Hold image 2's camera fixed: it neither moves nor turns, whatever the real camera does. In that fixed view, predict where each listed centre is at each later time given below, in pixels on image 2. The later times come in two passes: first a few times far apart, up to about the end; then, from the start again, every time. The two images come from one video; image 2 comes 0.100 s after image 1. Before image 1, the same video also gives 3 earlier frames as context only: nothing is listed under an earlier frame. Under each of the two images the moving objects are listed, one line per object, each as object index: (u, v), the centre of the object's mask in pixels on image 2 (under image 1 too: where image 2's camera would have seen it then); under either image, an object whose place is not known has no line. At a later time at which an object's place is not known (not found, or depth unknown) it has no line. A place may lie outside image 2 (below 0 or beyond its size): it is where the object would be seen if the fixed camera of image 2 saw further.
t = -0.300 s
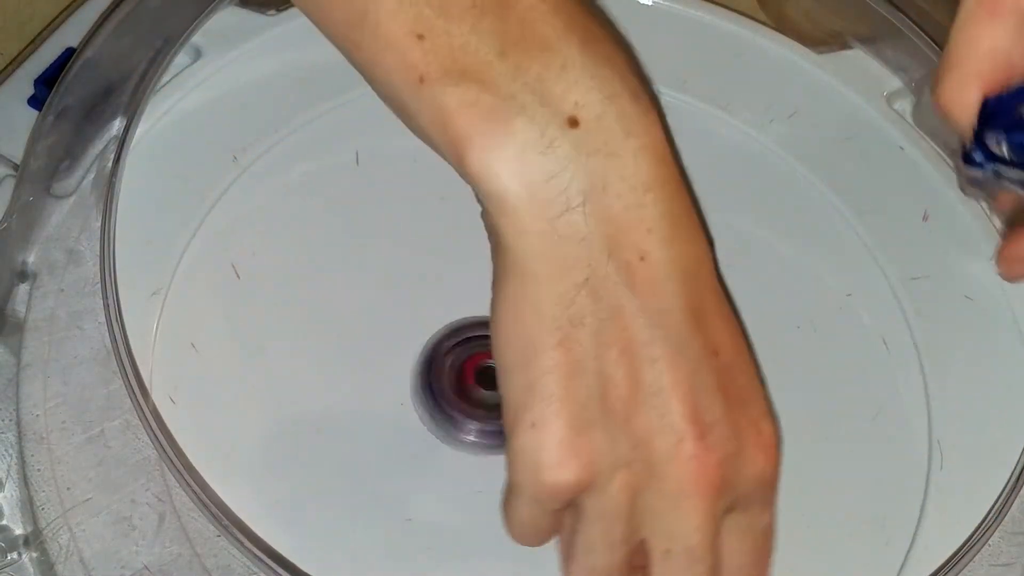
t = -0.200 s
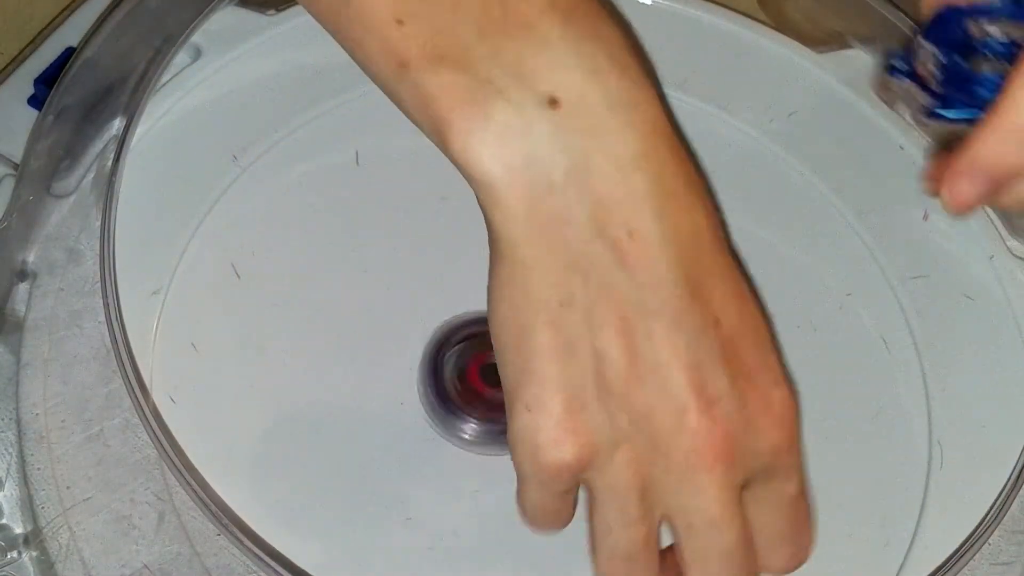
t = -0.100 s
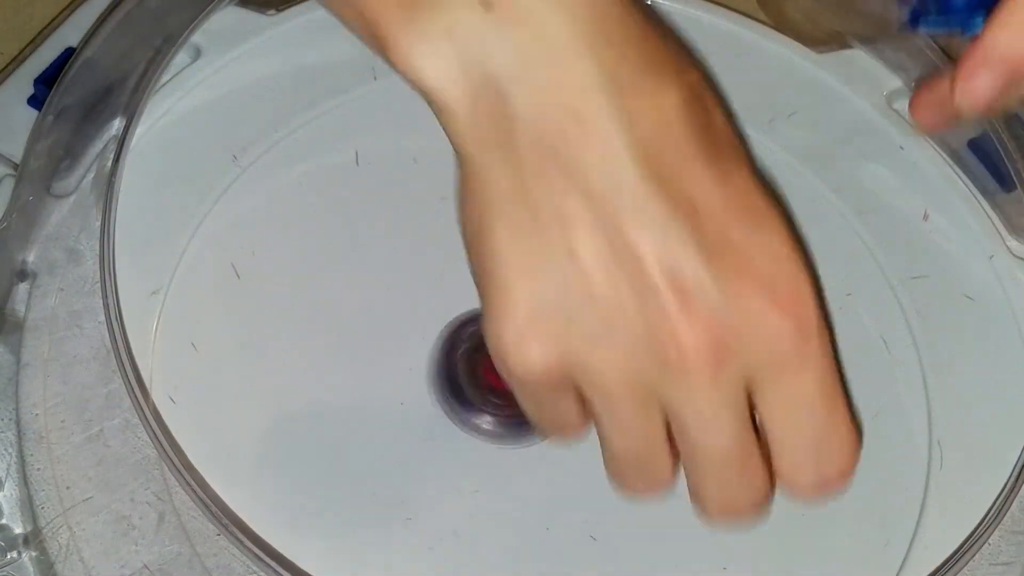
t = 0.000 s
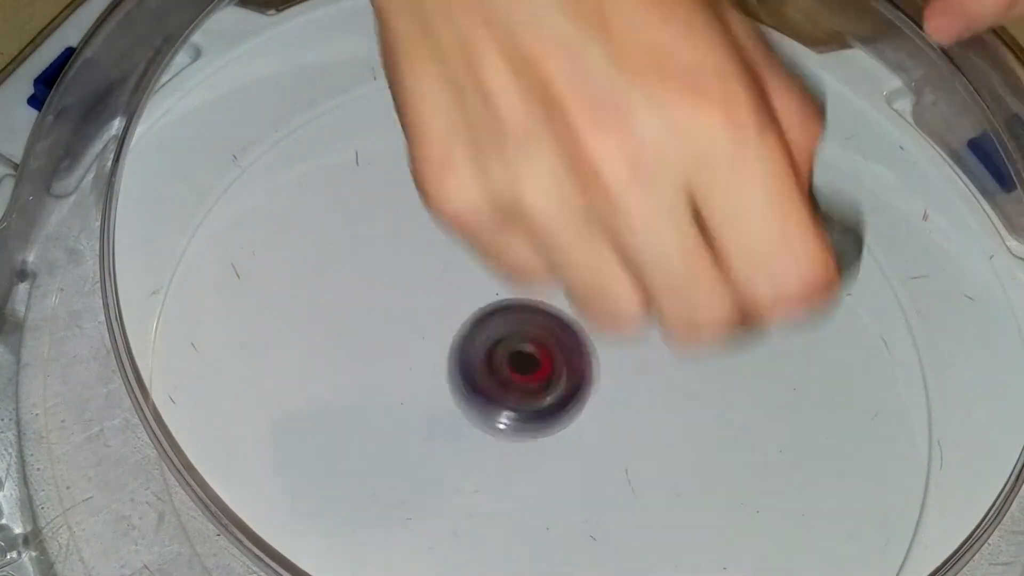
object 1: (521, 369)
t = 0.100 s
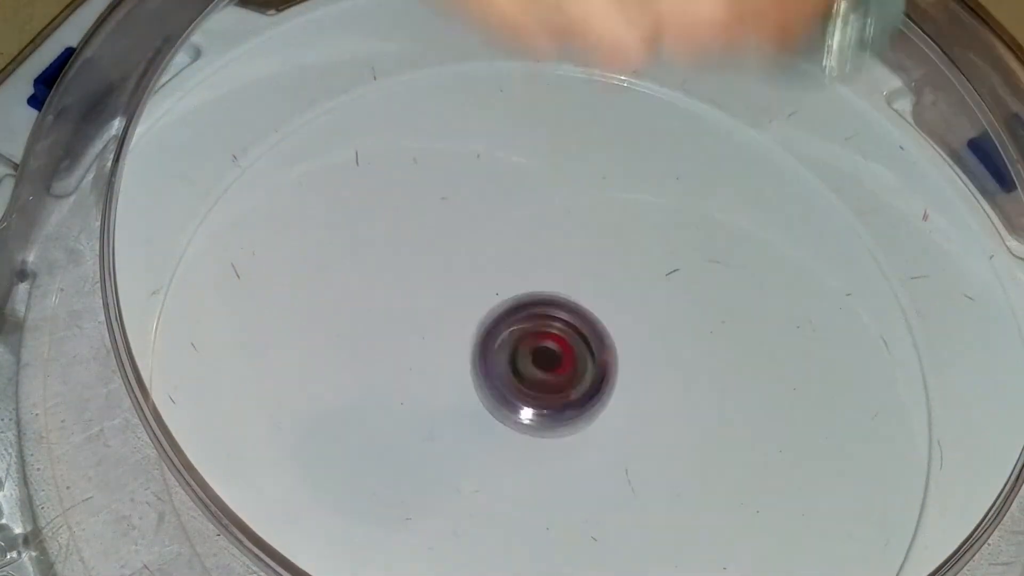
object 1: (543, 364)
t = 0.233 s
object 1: (576, 361)
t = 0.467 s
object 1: (620, 365)
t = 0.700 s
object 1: (618, 368)
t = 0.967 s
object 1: (564, 374)
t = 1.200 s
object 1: (512, 370)
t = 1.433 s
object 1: (488, 365)
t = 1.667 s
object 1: (516, 367)
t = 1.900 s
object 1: (568, 375)
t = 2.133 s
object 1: (612, 384)
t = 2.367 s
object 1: (615, 383)
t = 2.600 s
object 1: (575, 373)
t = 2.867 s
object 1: (520, 356)
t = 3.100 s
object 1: (497, 350)
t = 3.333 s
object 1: (517, 363)
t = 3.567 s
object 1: (563, 382)
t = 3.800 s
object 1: (603, 396)
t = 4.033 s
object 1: (608, 391)
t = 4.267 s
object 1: (574, 370)
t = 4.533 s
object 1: (529, 347)
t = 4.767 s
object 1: (509, 341)
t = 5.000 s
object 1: (524, 359)
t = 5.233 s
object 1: (560, 385)
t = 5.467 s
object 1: (590, 401)
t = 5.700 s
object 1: (596, 397)
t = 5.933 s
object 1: (572, 370)
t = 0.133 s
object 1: (552, 364)
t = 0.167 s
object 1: (559, 361)
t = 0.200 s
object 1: (567, 362)
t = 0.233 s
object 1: (576, 361)
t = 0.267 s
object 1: (581, 361)
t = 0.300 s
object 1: (590, 361)
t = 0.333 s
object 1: (595, 360)
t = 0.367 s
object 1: (603, 362)
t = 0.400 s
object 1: (610, 363)
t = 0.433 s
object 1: (613, 363)
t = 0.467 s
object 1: (620, 365)
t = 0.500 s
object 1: (622, 364)
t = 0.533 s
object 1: (624, 365)
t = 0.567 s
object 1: (627, 365)
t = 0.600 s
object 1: (624, 366)
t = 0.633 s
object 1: (624, 367)
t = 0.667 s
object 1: (621, 366)
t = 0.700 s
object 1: (618, 368)
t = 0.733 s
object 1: (615, 369)
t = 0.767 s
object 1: (607, 370)
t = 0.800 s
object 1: (602, 371)
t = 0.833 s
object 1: (593, 371)
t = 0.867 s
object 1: (586, 373)
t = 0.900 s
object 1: (579, 372)
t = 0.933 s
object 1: (571, 374)
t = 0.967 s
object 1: (564, 374)
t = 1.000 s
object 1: (554, 373)
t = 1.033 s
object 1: (548, 374)
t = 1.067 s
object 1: (539, 372)
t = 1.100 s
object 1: (532, 373)
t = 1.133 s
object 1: (525, 371)
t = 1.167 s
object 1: (517, 370)
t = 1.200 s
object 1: (512, 370)
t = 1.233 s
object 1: (505, 367)
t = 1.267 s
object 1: (500, 367)
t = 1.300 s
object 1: (496, 365)
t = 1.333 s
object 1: (490, 365)
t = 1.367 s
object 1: (489, 365)
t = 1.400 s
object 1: (488, 364)
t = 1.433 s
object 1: (488, 365)
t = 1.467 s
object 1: (490, 363)
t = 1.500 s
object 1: (490, 365)
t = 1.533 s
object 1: (495, 365)
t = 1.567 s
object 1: (496, 365)
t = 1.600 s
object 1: (504, 366)
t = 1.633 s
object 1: (508, 365)
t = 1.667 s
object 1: (516, 367)
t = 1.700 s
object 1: (523, 367)
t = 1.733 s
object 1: (530, 369)
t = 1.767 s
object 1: (538, 369)
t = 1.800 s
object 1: (544, 370)
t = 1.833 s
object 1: (553, 372)
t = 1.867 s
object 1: (560, 372)
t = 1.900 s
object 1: (568, 375)
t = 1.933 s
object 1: (576, 375)
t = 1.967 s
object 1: (582, 377)
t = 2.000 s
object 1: (590, 379)
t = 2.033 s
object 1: (594, 380)
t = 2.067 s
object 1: (602, 382)
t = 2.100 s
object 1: (607, 382)
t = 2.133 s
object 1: (612, 384)
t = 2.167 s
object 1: (617, 384)
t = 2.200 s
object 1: (619, 385)
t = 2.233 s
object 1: (620, 385)
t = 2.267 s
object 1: (620, 384)
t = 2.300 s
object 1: (619, 385)
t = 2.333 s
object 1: (617, 382)
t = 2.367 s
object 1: (615, 383)
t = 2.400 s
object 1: (613, 381)
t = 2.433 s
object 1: (606, 381)
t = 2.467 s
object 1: (602, 379)
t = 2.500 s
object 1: (594, 377)
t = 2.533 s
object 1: (589, 376)
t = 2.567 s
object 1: (581, 374)
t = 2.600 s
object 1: (575, 373)
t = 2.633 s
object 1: (567, 370)
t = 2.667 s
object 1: (560, 370)
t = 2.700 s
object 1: (553, 367)
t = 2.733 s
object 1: (545, 366)
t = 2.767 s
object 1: (540, 364)
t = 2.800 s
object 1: (531, 361)
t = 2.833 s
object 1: (527, 360)
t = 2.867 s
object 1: (520, 356)
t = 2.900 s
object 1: (515, 356)
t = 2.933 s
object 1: (510, 352)
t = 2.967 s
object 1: (505, 352)
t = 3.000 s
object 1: (503, 351)
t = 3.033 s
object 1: (498, 351)
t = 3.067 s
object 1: (498, 352)
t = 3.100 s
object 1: (497, 350)
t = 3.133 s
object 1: (498, 353)
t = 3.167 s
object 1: (499, 352)
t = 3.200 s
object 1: (501, 355)
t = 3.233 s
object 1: (505, 355)
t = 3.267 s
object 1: (507, 358)
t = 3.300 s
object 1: (514, 360)
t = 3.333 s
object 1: (517, 363)
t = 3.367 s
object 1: (524, 365)
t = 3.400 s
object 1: (529, 368)
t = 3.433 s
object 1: (537, 371)
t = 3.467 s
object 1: (542, 372)
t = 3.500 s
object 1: (550, 376)
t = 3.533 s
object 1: (556, 377)
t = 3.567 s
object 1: (563, 382)
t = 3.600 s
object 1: (570, 383)
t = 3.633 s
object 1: (576, 387)
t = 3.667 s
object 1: (583, 389)
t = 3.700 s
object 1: (587, 391)
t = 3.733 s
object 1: (594, 393)
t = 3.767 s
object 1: (597, 394)
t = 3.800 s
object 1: (603, 396)
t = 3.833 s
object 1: (605, 395)
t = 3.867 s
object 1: (609, 396)
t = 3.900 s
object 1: (610, 395)
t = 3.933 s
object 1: (609, 395)
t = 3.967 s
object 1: (611, 393)
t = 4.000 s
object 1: (608, 392)
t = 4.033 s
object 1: (608, 391)
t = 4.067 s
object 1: (603, 388)
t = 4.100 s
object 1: (602, 387)
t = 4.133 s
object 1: (595, 383)
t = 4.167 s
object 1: (592, 380)
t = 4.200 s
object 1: (585, 376)
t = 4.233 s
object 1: (581, 374)
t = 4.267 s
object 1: (574, 370)
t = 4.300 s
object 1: (569, 368)
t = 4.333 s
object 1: (562, 363)
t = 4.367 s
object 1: (556, 362)
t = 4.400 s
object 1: (550, 357)
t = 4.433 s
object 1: (544, 355)
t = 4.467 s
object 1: (539, 352)
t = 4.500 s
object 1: (533, 350)
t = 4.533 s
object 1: (529, 347)
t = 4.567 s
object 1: (523, 345)
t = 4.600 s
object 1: (521, 344)
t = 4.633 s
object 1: (515, 342)
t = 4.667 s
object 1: (513, 342)
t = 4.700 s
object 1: (511, 341)
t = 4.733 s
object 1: (510, 343)
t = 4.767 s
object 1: (509, 341)
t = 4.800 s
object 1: (510, 345)
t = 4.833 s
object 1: (511, 344)
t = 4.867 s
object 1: (512, 348)
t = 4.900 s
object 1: (515, 349)
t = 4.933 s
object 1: (517, 353)
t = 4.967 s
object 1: (521, 354)
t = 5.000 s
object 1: (524, 359)
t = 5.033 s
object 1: (530, 362)
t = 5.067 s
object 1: (533, 367)
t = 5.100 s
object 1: (540, 370)
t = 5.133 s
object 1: (543, 374)
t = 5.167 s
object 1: (550, 378)
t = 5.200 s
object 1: (553, 381)
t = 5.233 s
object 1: (560, 385)
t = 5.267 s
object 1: (563, 388)
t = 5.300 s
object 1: (570, 391)
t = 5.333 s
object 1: (573, 394)
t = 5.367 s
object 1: (580, 397)
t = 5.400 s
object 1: (582, 398)
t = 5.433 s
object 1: (588, 402)
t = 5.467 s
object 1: (590, 401)
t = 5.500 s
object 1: (594, 404)
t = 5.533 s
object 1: (595, 402)
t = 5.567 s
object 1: (596, 403)
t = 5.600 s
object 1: (598, 401)
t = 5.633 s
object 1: (597, 401)
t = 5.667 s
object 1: (597, 397)
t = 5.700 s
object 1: (596, 397)
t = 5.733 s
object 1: (594, 392)
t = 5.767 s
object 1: (591, 390)
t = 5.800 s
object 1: (588, 385)
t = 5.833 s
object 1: (584, 383)
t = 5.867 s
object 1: (581, 378)
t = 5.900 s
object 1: (575, 375)
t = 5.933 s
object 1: (572, 370)
